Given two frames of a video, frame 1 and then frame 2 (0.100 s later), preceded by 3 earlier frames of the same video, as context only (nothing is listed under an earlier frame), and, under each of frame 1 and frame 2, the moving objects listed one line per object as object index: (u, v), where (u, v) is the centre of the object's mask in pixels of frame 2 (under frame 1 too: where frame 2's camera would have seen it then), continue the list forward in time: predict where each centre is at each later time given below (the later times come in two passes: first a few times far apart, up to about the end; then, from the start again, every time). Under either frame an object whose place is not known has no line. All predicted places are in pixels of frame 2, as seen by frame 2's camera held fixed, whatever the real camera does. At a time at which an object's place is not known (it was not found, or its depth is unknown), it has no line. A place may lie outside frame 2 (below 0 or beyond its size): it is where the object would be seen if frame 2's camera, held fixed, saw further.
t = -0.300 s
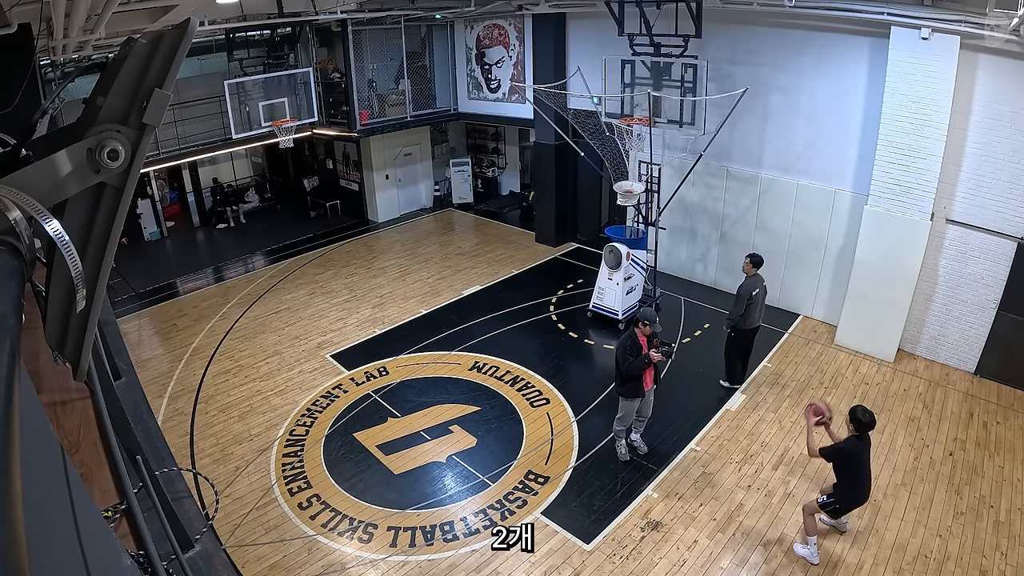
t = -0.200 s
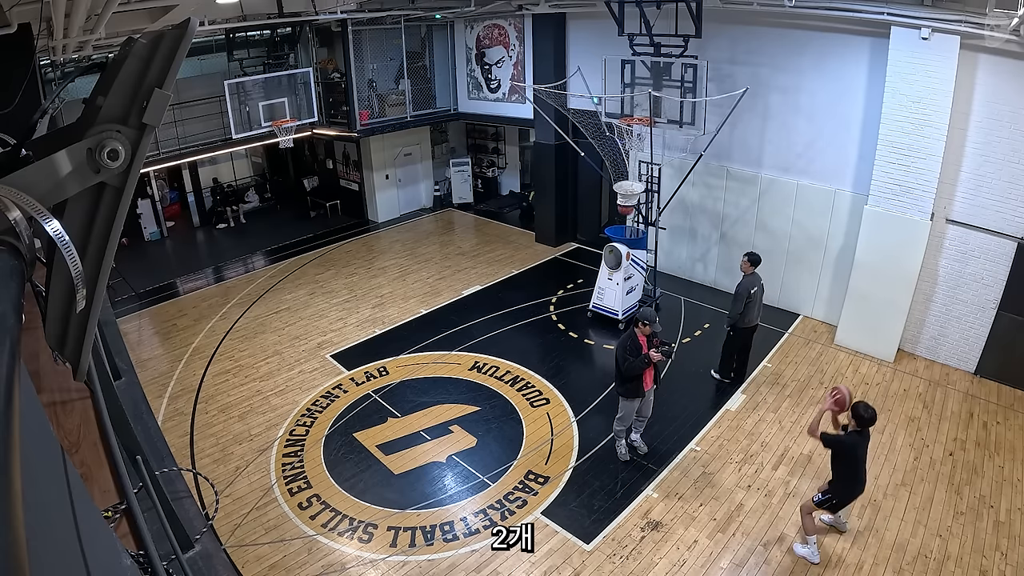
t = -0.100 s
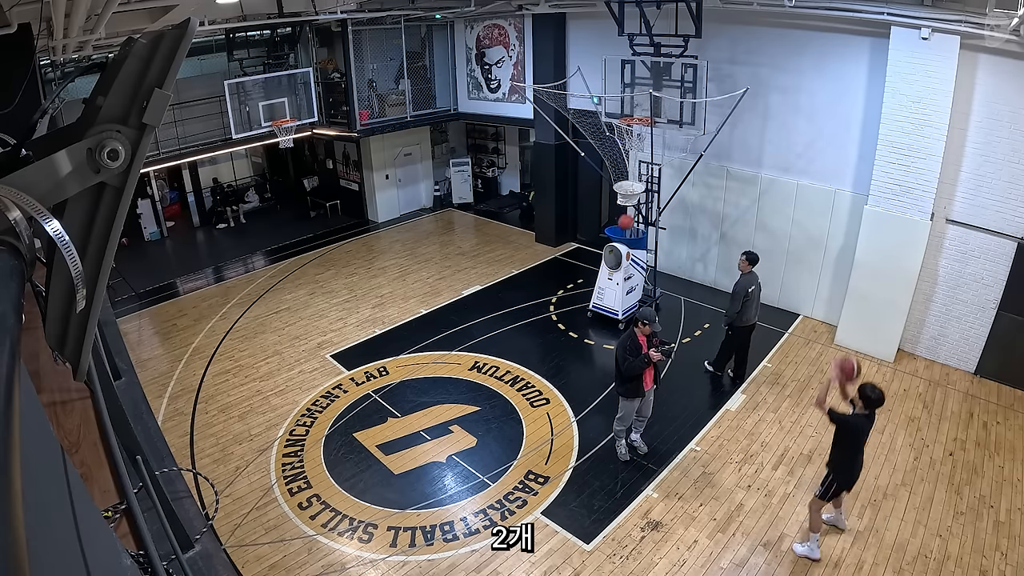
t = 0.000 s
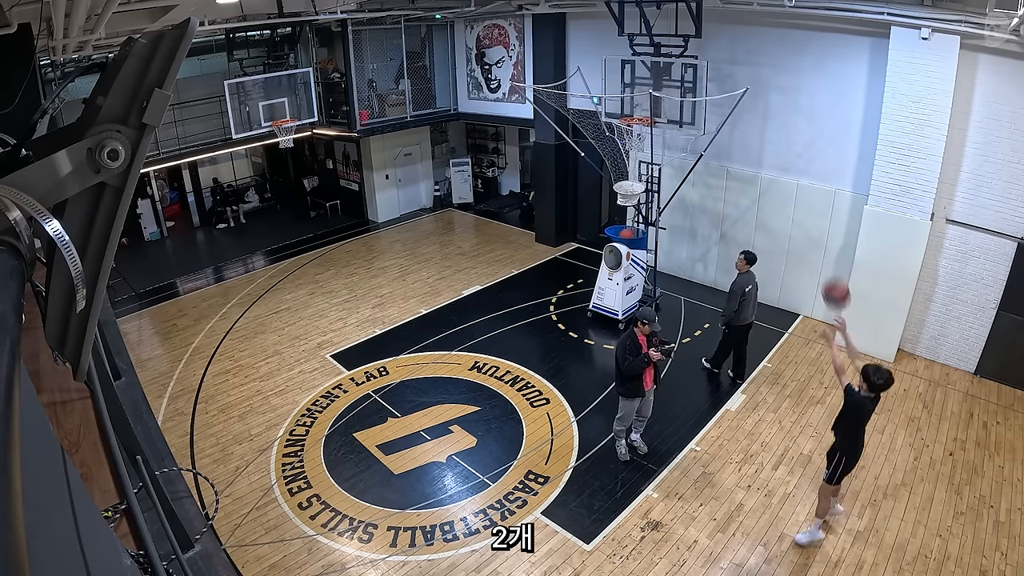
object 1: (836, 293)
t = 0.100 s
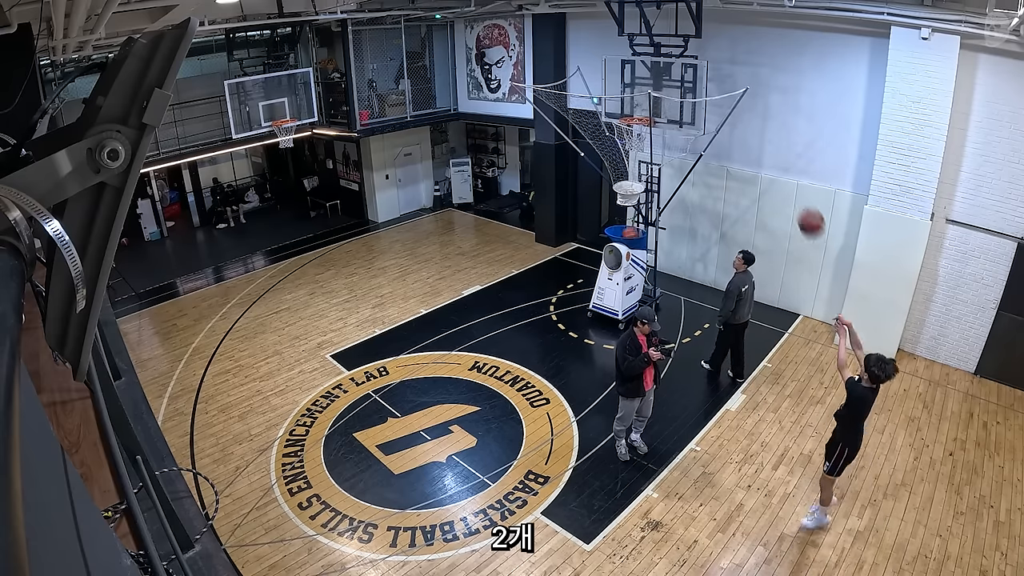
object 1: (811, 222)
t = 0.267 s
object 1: (768, 142)
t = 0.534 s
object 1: (710, 96)
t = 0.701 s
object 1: (686, 100)
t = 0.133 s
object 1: (802, 202)
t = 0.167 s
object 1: (793, 184)
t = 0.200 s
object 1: (785, 168)
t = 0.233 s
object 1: (777, 154)
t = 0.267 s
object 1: (768, 142)
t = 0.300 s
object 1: (760, 132)
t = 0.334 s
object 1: (752, 123)
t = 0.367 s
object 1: (745, 115)
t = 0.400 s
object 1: (737, 109)
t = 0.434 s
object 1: (730, 104)
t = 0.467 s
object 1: (723, 100)
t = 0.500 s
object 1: (717, 98)
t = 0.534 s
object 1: (710, 96)
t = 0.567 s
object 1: (704, 96)
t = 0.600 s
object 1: (699, 97)
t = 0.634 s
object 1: (693, 98)
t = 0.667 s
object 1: (688, 99)
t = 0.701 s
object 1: (686, 100)
